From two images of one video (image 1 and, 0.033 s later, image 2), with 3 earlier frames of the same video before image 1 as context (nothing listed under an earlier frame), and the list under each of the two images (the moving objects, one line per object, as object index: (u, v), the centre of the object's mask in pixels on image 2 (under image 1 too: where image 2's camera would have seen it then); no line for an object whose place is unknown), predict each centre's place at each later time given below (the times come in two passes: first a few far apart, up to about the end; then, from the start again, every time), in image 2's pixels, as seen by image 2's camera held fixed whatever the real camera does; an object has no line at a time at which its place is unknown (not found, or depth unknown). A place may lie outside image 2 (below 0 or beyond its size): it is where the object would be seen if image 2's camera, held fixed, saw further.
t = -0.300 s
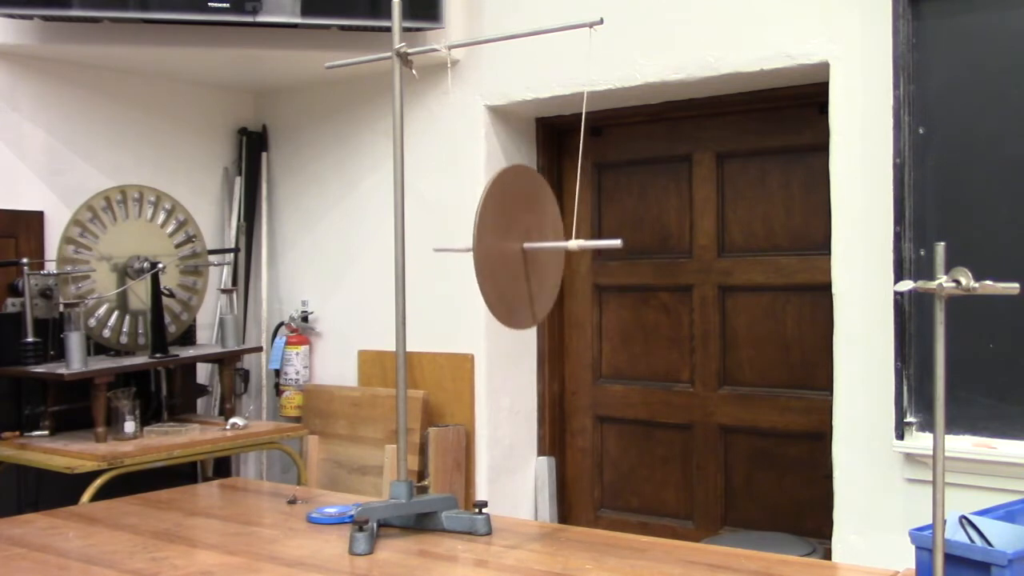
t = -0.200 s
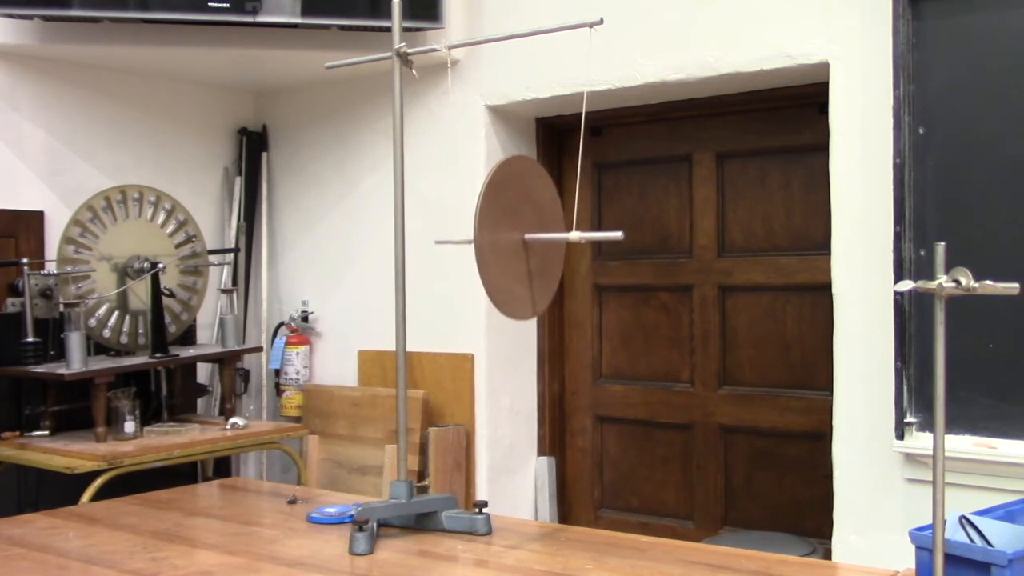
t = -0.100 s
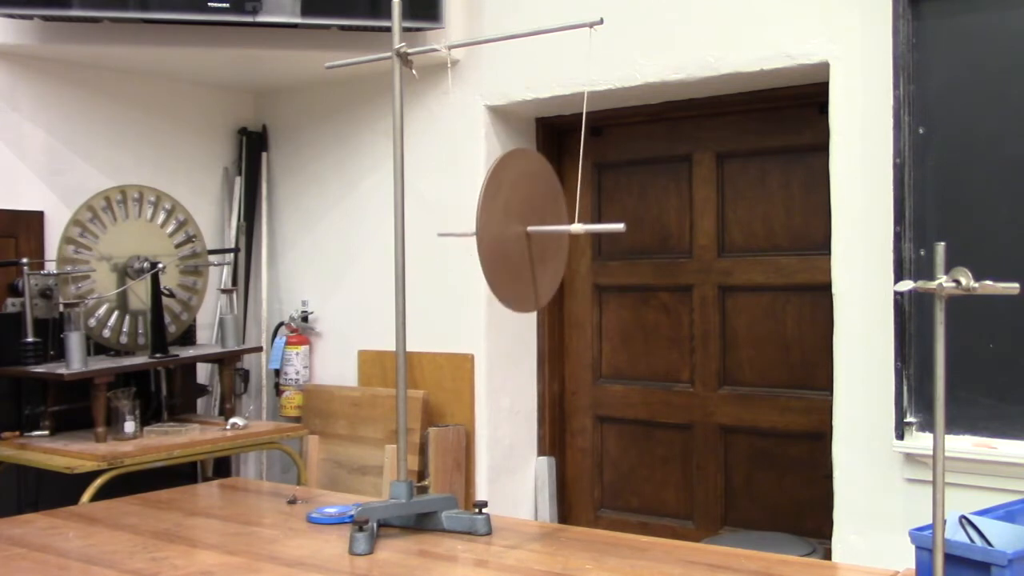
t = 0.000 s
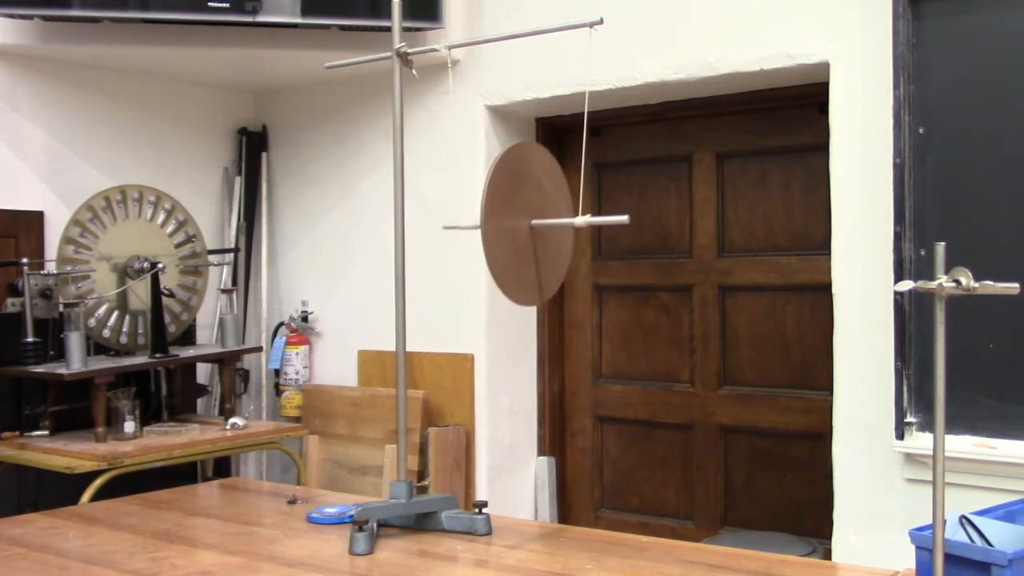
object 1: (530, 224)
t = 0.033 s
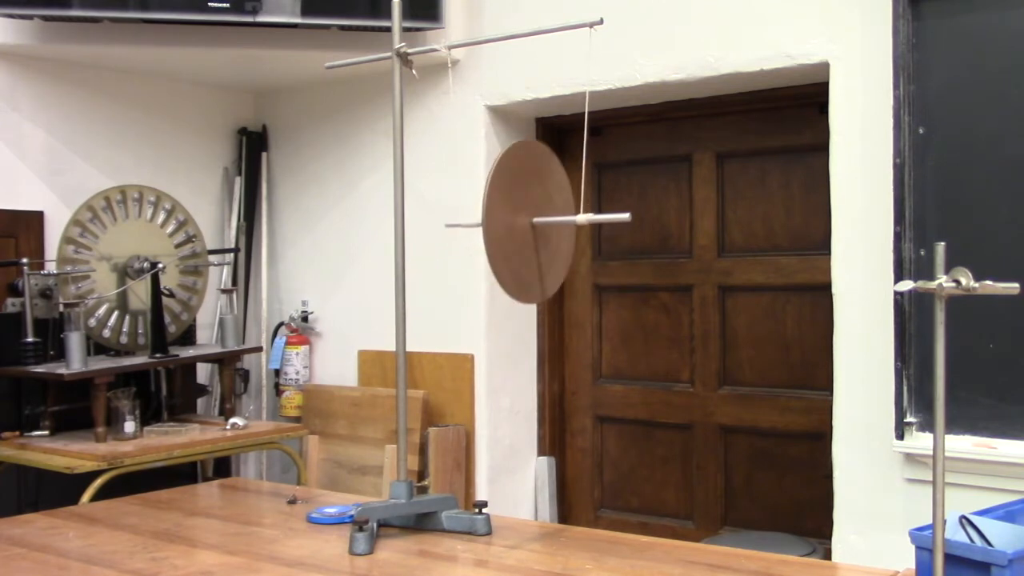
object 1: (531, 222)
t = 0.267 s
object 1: (539, 205)
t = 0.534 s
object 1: (535, 191)
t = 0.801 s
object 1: (527, 177)
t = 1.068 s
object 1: (535, 170)
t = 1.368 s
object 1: (541, 162)
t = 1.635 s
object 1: (531, 157)
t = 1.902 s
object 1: (531, 158)
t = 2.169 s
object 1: (542, 162)
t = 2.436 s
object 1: (536, 168)
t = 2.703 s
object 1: (528, 175)
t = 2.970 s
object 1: (535, 187)
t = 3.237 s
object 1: (539, 201)
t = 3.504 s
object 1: (530, 218)
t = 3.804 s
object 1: (523, 239)
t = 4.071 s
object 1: (529, 261)
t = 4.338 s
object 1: (534, 286)
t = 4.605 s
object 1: (529, 314)
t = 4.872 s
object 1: (520, 344)
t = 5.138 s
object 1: (513, 378)
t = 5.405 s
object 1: (516, 412)
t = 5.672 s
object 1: (520, 448)
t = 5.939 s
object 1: (521, 449)
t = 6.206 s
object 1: (519, 411)
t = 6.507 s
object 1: (516, 373)
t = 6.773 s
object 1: (516, 342)
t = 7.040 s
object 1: (517, 313)
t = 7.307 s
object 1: (518, 288)
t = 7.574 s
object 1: (516, 265)
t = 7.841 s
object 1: (515, 246)
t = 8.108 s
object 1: (514, 228)
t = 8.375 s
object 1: (516, 214)
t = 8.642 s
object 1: (515, 202)
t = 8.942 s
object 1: (513, 192)
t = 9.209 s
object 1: (514, 186)
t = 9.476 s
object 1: (516, 183)
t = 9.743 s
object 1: (514, 183)
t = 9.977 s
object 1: (513, 185)
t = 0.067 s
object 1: (533, 219)
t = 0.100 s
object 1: (534, 216)
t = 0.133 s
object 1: (535, 214)
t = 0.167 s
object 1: (537, 211)
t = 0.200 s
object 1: (538, 209)
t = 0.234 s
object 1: (539, 207)
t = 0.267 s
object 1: (539, 205)
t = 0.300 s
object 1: (540, 203)
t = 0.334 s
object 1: (540, 201)
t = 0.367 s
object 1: (540, 200)
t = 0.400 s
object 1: (539, 198)
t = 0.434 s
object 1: (539, 196)
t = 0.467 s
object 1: (538, 194)
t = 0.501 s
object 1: (537, 193)
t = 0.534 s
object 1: (535, 191)
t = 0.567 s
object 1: (534, 189)
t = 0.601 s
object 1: (533, 187)
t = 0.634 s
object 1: (532, 185)
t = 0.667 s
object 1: (530, 183)
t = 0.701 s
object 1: (529, 181)
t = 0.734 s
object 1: (528, 180)
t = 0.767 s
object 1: (528, 179)
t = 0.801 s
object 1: (527, 177)
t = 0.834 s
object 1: (527, 176)
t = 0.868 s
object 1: (527, 175)
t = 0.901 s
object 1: (528, 174)
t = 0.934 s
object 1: (529, 173)
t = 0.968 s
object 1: (530, 172)
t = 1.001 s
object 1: (532, 171)
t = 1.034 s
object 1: (533, 170)
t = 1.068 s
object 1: (535, 170)
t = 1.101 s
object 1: (536, 169)
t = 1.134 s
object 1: (538, 168)
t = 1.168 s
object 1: (540, 167)
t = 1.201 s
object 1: (540, 166)
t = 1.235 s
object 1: (541, 165)
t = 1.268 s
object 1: (542, 164)
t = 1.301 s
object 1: (542, 163)
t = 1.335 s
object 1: (542, 163)
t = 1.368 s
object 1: (541, 162)
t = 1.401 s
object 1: (541, 161)
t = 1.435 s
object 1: (540, 161)
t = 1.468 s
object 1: (538, 160)
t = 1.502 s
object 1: (537, 160)
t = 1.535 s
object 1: (535, 159)
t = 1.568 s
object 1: (534, 158)
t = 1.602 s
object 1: (533, 158)
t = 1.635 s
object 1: (531, 157)
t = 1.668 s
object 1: (530, 157)
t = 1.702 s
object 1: (530, 157)
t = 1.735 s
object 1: (529, 157)
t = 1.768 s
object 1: (529, 157)
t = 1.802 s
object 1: (529, 157)
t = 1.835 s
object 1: (529, 157)
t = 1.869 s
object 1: (530, 158)
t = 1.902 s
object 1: (531, 158)
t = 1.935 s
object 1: (533, 158)
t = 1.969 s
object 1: (534, 159)
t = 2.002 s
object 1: (536, 159)
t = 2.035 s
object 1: (537, 160)
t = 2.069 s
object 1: (539, 160)
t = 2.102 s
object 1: (540, 161)
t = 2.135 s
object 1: (541, 161)
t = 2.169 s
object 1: (542, 162)
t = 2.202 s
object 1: (542, 162)
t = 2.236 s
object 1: (542, 163)
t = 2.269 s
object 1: (542, 164)
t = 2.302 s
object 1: (541, 164)
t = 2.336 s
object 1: (540, 165)
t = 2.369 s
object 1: (539, 166)
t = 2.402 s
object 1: (538, 167)
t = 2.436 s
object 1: (536, 168)
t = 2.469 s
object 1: (534, 168)
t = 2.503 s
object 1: (533, 169)
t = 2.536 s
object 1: (532, 170)
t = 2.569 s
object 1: (531, 171)
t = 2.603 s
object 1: (529, 172)
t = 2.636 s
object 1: (528, 173)
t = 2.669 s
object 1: (528, 174)
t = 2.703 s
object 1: (528, 175)
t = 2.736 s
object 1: (528, 176)
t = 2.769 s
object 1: (528, 178)
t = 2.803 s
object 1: (529, 179)
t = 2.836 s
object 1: (530, 181)
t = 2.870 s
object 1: (531, 182)
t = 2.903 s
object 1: (532, 184)
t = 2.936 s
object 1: (533, 186)
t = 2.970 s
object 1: (535, 187)
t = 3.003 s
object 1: (536, 189)
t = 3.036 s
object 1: (537, 191)
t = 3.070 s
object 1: (538, 193)
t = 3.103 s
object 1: (539, 194)
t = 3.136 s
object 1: (540, 196)
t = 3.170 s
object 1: (540, 198)
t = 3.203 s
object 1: (539, 200)
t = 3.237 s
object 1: (539, 201)
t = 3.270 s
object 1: (539, 203)
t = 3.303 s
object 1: (538, 205)
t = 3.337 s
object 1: (537, 207)
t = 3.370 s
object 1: (536, 209)
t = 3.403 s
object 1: (535, 211)
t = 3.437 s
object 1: (534, 213)
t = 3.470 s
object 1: (532, 215)
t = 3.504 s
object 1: (530, 218)
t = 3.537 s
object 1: (529, 220)
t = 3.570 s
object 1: (528, 222)
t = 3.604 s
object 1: (526, 224)
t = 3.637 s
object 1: (525, 227)
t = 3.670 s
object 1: (524, 229)
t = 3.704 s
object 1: (523, 231)
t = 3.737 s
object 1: (523, 233)
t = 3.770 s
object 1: (523, 236)
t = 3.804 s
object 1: (523, 239)
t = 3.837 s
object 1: (523, 242)
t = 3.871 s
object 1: (524, 245)
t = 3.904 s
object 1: (524, 248)
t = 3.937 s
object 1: (525, 251)
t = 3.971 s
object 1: (526, 253)
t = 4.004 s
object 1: (527, 256)
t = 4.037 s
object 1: (528, 259)
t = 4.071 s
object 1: (529, 261)
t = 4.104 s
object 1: (530, 264)
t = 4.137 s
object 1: (531, 268)
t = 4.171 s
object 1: (532, 271)
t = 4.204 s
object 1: (533, 274)
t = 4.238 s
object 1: (533, 277)
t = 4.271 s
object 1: (534, 280)
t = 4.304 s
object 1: (534, 283)
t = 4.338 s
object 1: (534, 286)
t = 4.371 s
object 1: (534, 289)
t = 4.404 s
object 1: (534, 293)
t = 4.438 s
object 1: (534, 297)
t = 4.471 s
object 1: (533, 300)
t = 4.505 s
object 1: (533, 304)
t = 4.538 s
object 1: (531, 307)
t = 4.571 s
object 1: (531, 310)
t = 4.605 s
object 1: (529, 314)
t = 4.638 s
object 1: (528, 317)
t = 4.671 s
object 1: (527, 321)
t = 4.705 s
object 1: (526, 326)
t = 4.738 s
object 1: (525, 329)
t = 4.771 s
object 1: (523, 333)
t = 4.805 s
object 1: (522, 337)
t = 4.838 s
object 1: (521, 340)
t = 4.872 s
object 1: (520, 344)
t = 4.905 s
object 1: (518, 349)
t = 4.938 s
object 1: (518, 353)
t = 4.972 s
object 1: (517, 357)
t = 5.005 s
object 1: (515, 361)
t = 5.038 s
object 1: (514, 364)
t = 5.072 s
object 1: (514, 368)
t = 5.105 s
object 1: (513, 373)
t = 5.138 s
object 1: (513, 378)
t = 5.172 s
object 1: (513, 382)
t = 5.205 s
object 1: (513, 386)
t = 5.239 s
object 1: (513, 389)
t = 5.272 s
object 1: (513, 394)
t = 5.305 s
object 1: (514, 398)
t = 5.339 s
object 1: (514, 403)
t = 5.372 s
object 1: (515, 408)
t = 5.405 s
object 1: (516, 412)
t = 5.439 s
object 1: (516, 416)
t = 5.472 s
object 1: (517, 420)
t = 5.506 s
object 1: (518, 425)
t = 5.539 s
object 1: (519, 430)
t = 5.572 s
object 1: (519, 434)
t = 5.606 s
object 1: (520, 439)
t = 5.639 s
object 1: (520, 443)
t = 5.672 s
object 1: (520, 448)
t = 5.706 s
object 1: (521, 453)
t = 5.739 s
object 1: (522, 459)
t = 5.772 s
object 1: (522, 463)
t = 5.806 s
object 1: (522, 465)
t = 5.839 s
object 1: (522, 464)
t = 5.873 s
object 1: (522, 458)
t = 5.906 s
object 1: (522, 454)
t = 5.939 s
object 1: (521, 449)
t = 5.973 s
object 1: (522, 443)
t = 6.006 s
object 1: (521, 438)
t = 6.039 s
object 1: (521, 434)
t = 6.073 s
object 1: (520, 430)
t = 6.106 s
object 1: (519, 425)
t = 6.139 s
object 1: (520, 420)
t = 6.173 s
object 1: (519, 415)
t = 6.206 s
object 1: (519, 411)
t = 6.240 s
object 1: (519, 407)
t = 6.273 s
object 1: (518, 403)
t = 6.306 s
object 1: (518, 398)
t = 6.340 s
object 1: (517, 394)
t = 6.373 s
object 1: (517, 389)
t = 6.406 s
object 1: (517, 385)
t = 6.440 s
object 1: (516, 381)
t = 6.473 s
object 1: (516, 378)
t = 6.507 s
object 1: (516, 373)
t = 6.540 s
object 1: (516, 369)
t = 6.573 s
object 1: (516, 364)
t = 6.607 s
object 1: (516, 360)
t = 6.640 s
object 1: (517, 357)
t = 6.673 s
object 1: (517, 354)
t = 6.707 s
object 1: (516, 350)
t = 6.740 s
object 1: (516, 346)
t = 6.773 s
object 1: (516, 342)
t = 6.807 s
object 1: (516, 338)
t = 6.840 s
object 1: (517, 334)
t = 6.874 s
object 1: (517, 331)
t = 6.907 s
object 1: (517, 328)
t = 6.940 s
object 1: (517, 324)
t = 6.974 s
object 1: (518, 320)
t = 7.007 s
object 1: (517, 317)
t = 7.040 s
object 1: (517, 313)
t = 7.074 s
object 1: (517, 310)
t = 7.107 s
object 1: (518, 306)
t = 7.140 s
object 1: (518, 304)
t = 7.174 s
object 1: (518, 301)
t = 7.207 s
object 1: (518, 298)
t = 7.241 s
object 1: (518, 294)
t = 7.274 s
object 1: (518, 291)
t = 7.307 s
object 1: (518, 288)
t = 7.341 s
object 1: (518, 285)
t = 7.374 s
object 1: (518, 282)
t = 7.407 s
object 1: (517, 279)
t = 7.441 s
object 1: (518, 277)
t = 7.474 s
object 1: (517, 274)
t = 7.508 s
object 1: (517, 271)
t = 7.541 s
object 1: (517, 268)
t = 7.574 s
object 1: (516, 265)
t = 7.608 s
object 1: (516, 262)
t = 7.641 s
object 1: (516, 260)
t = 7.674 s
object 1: (516, 257)
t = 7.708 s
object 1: (516, 255)
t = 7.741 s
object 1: (515, 253)
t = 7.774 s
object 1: (515, 251)
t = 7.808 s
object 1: (515, 248)
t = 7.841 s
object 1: (515, 246)
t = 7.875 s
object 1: (514, 243)
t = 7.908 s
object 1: (514, 241)
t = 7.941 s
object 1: (514, 239)
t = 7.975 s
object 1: (514, 236)
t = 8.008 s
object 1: (514, 234)
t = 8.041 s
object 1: (514, 232)
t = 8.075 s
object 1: (514, 230)
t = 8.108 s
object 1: (514, 228)
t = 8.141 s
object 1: (514, 227)
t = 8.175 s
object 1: (515, 225)
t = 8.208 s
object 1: (515, 223)
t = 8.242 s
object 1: (515, 221)
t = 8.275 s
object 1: (515, 219)
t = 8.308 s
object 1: (515, 217)
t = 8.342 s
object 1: (516, 216)
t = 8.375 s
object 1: (516, 214)
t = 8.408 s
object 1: (516, 212)
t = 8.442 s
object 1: (516, 210)
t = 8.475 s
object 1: (516, 209)
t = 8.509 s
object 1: (516, 207)
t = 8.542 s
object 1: (516, 206)
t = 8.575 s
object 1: (516, 205)
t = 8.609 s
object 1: (516, 203)
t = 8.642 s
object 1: (515, 202)
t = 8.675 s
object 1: (515, 201)
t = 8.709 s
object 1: (515, 200)
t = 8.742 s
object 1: (515, 199)
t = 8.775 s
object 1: (514, 198)
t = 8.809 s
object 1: (514, 196)
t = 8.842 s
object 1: (514, 195)
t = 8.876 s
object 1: (514, 194)
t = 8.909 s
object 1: (513, 193)
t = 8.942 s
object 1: (513, 192)
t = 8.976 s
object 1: (513, 191)
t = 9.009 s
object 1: (513, 190)
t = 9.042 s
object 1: (513, 189)
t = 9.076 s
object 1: (513, 189)
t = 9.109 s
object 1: (513, 188)
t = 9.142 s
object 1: (514, 187)
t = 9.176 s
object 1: (514, 187)
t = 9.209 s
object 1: (514, 186)
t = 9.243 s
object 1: (514, 186)
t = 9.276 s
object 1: (515, 185)
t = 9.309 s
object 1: (515, 185)
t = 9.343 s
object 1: (515, 184)
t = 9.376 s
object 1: (516, 184)
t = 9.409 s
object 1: (516, 184)
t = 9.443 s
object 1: (516, 184)
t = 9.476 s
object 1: (516, 183)
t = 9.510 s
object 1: (516, 183)
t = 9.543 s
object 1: (516, 183)
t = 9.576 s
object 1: (516, 183)
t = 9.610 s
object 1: (516, 183)
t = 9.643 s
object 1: (515, 183)
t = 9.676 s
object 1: (515, 183)
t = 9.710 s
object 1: (515, 183)
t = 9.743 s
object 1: (514, 183)
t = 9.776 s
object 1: (514, 183)
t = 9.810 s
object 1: (513, 183)
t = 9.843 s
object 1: (514, 183)
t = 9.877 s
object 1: (513, 184)
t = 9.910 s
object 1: (513, 184)
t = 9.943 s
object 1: (513, 185)
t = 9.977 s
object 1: (513, 185)
